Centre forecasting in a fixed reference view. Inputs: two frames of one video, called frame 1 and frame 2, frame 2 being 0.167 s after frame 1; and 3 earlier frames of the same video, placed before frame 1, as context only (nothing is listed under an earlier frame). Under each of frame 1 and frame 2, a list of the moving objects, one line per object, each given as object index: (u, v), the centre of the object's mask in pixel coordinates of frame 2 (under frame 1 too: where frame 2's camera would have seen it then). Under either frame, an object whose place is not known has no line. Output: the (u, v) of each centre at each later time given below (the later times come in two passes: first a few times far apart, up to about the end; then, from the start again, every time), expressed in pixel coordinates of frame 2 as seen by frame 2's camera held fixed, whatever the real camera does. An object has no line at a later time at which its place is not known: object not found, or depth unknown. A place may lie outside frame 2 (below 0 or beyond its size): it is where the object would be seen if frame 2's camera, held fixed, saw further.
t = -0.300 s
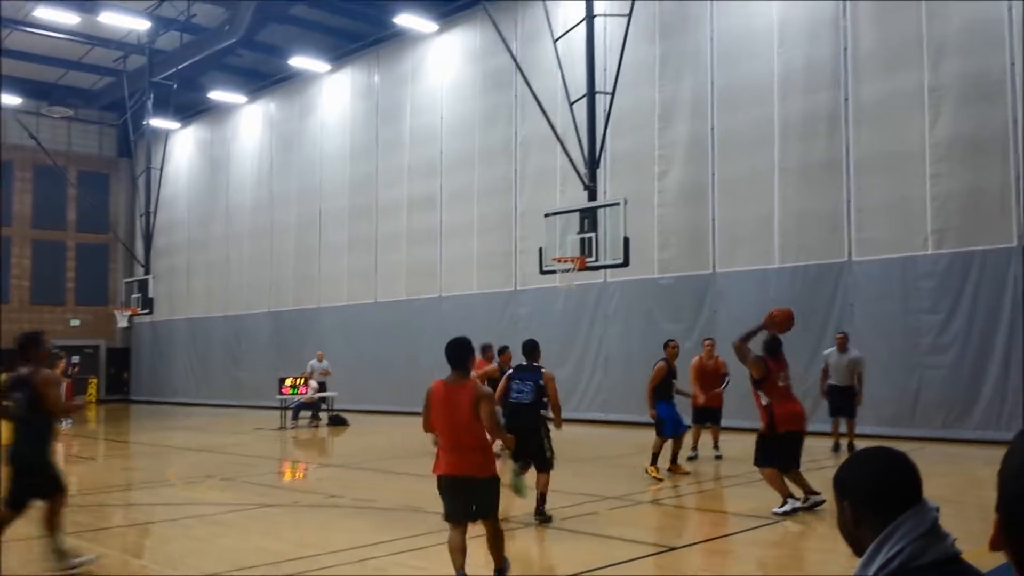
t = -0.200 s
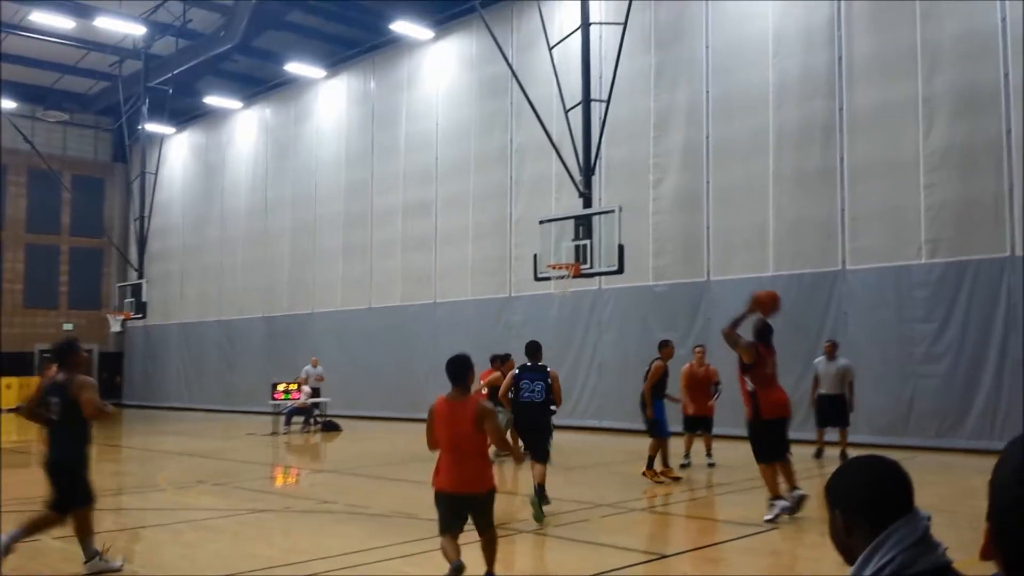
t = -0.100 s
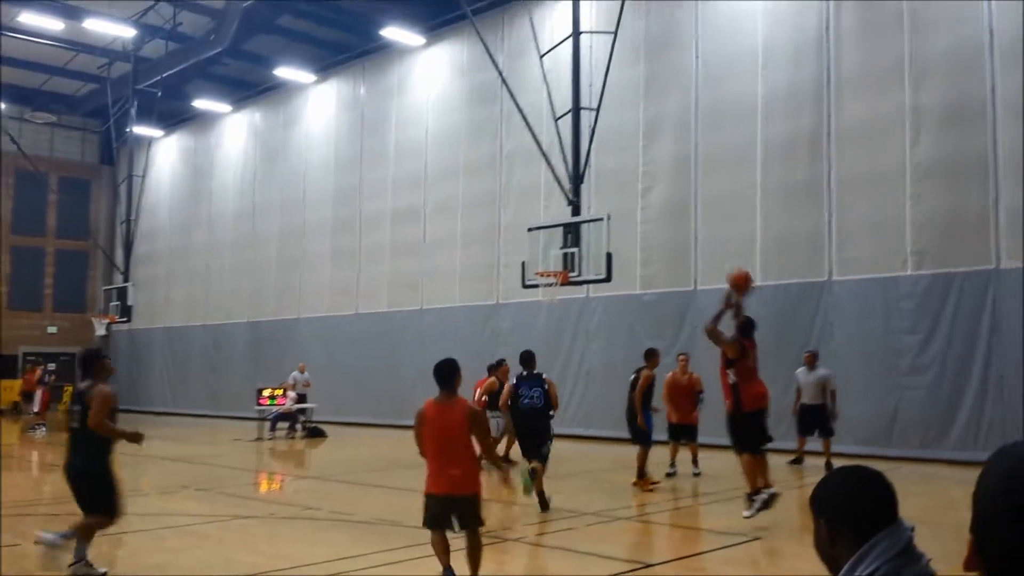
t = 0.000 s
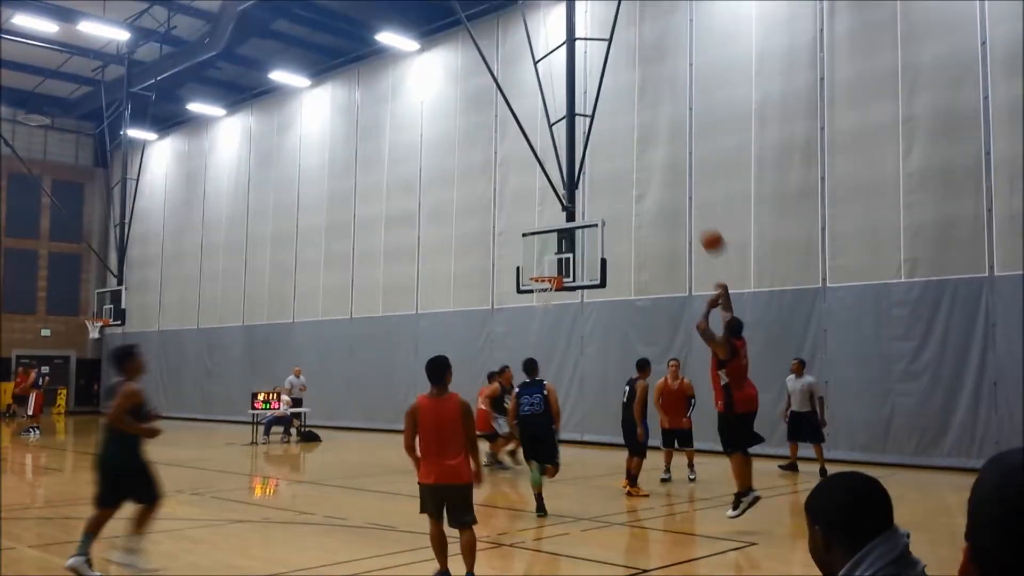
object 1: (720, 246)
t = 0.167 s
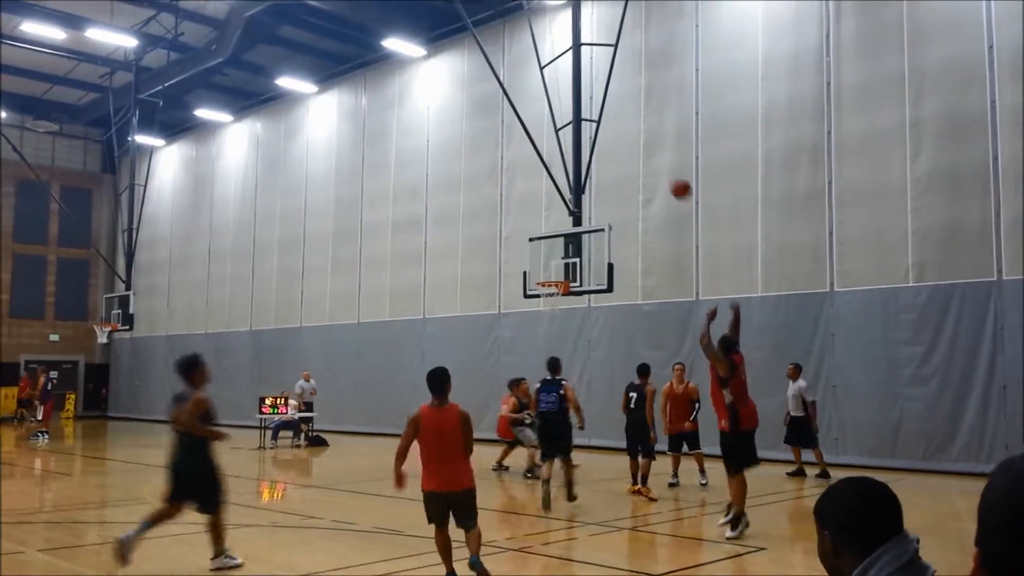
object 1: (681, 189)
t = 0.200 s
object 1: (674, 182)
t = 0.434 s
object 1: (632, 158)
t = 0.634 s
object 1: (602, 171)
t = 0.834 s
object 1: (577, 207)
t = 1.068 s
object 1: (551, 273)
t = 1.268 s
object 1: (542, 255)
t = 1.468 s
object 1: (534, 255)
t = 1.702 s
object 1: (525, 284)
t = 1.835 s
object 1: (520, 314)
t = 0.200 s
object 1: (674, 182)
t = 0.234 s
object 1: (668, 176)
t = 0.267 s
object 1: (660, 170)
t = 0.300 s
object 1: (654, 166)
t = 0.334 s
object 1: (648, 163)
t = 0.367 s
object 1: (643, 160)
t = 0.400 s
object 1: (637, 159)
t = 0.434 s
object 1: (632, 158)
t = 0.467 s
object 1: (626, 158)
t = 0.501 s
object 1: (621, 159)
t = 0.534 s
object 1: (616, 161)
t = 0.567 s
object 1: (611, 164)
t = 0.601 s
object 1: (607, 167)
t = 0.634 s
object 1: (602, 171)
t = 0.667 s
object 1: (598, 175)
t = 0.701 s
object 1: (593, 180)
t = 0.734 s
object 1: (589, 186)
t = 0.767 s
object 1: (584, 192)
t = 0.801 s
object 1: (579, 199)
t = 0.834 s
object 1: (577, 207)
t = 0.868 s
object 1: (572, 215)
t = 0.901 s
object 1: (569, 223)
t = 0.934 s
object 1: (565, 232)
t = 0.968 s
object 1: (561, 242)
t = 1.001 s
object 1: (558, 252)
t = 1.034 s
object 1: (554, 263)
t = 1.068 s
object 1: (551, 273)
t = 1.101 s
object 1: (549, 273)
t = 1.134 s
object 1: (548, 269)
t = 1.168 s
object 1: (546, 264)
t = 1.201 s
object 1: (545, 261)
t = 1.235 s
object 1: (544, 258)
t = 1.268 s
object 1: (542, 255)
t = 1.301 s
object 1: (541, 254)
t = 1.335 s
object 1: (539, 253)
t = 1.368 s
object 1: (538, 253)
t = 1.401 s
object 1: (537, 253)
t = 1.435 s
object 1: (535, 254)
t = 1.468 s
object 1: (534, 255)
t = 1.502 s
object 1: (533, 257)
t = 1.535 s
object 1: (531, 260)
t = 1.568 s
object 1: (530, 263)
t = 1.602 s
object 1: (529, 268)
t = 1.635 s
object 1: (528, 272)
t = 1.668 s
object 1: (526, 277)
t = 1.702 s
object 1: (525, 284)
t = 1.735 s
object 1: (524, 290)
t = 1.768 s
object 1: (523, 297)
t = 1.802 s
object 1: (521, 305)
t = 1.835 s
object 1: (520, 314)
